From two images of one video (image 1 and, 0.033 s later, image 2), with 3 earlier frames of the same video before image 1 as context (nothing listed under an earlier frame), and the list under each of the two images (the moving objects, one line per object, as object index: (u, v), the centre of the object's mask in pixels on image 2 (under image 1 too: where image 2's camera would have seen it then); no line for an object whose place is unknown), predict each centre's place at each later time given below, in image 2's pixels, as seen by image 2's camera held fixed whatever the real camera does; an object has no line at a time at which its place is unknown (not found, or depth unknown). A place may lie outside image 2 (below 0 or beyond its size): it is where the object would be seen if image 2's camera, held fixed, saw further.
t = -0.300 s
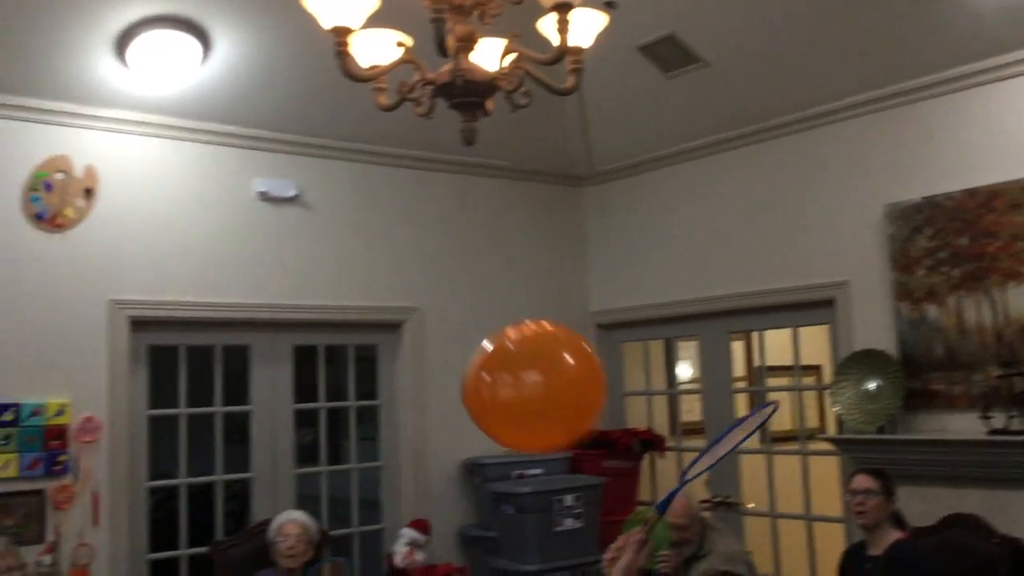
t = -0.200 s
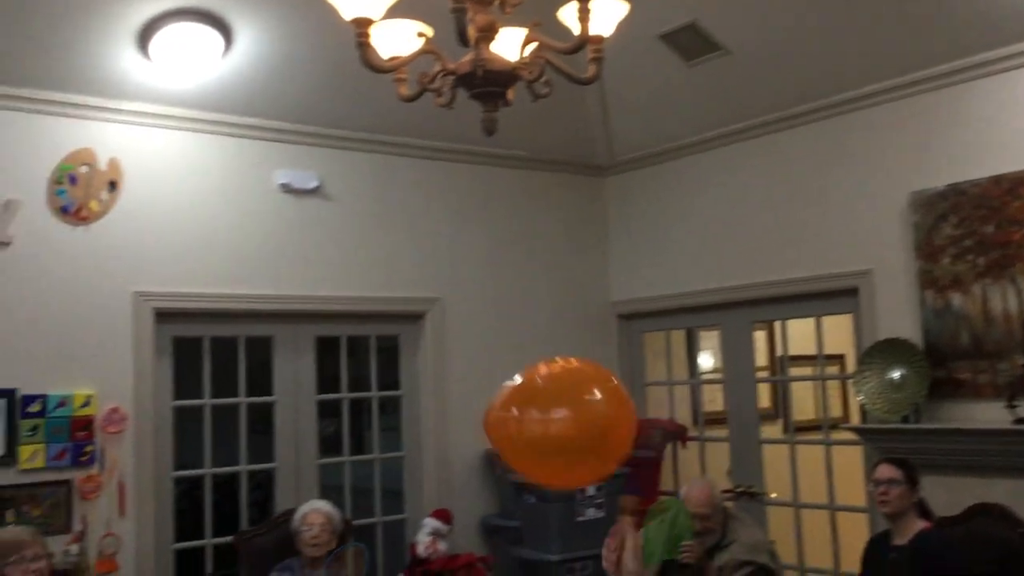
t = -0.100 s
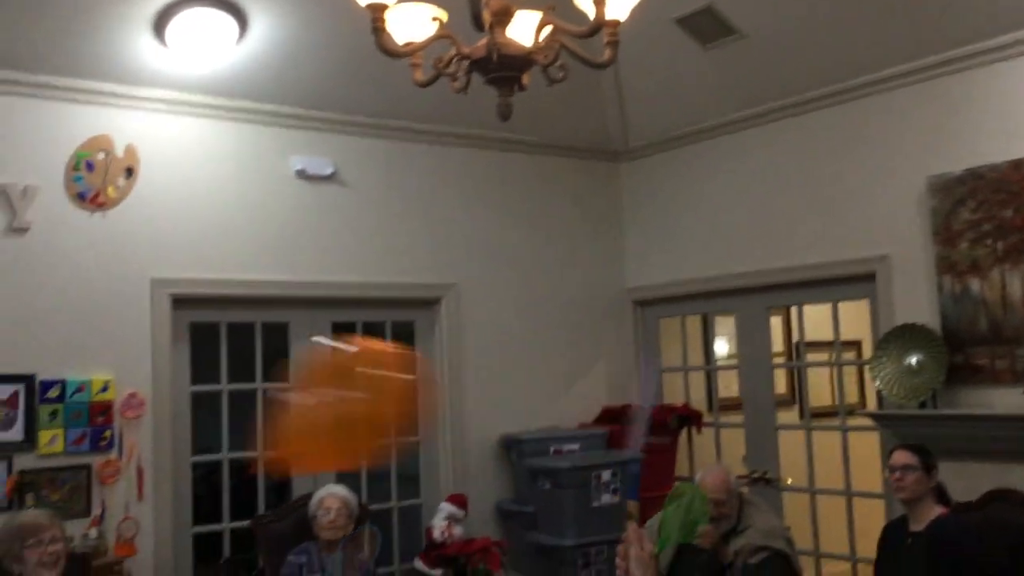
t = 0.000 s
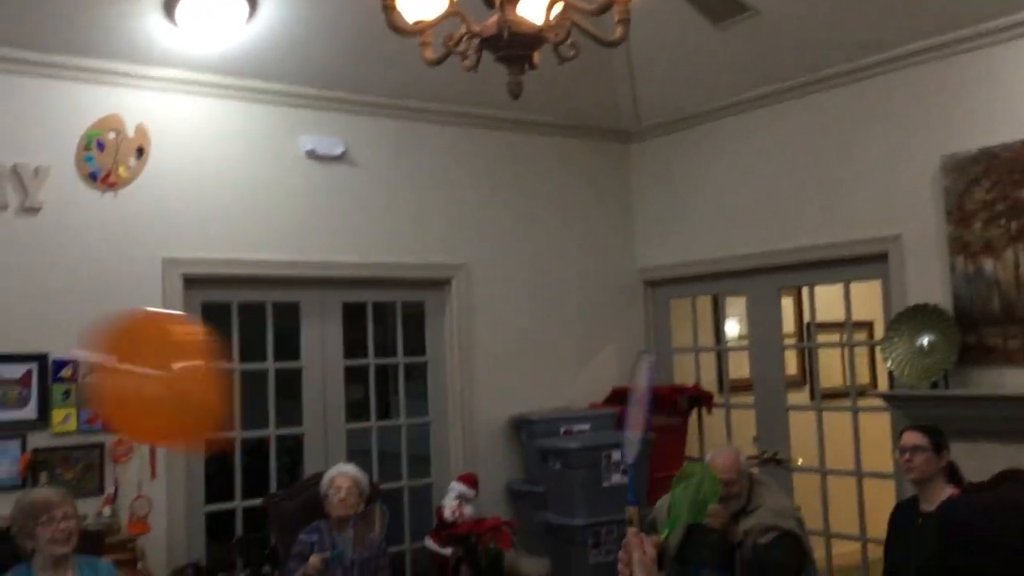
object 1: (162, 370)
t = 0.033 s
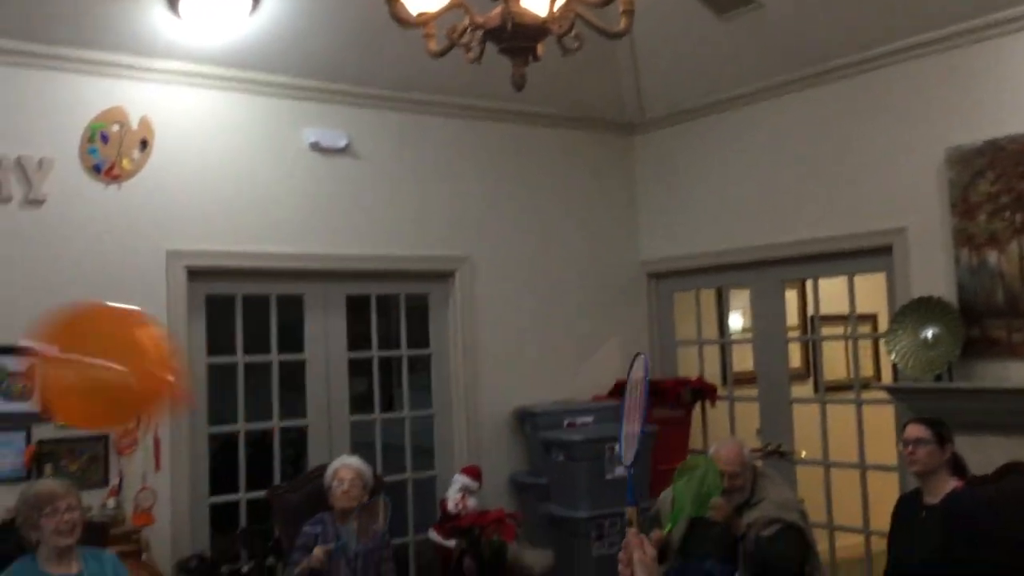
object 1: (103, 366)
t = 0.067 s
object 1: (52, 364)
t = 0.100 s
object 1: (25, 363)
